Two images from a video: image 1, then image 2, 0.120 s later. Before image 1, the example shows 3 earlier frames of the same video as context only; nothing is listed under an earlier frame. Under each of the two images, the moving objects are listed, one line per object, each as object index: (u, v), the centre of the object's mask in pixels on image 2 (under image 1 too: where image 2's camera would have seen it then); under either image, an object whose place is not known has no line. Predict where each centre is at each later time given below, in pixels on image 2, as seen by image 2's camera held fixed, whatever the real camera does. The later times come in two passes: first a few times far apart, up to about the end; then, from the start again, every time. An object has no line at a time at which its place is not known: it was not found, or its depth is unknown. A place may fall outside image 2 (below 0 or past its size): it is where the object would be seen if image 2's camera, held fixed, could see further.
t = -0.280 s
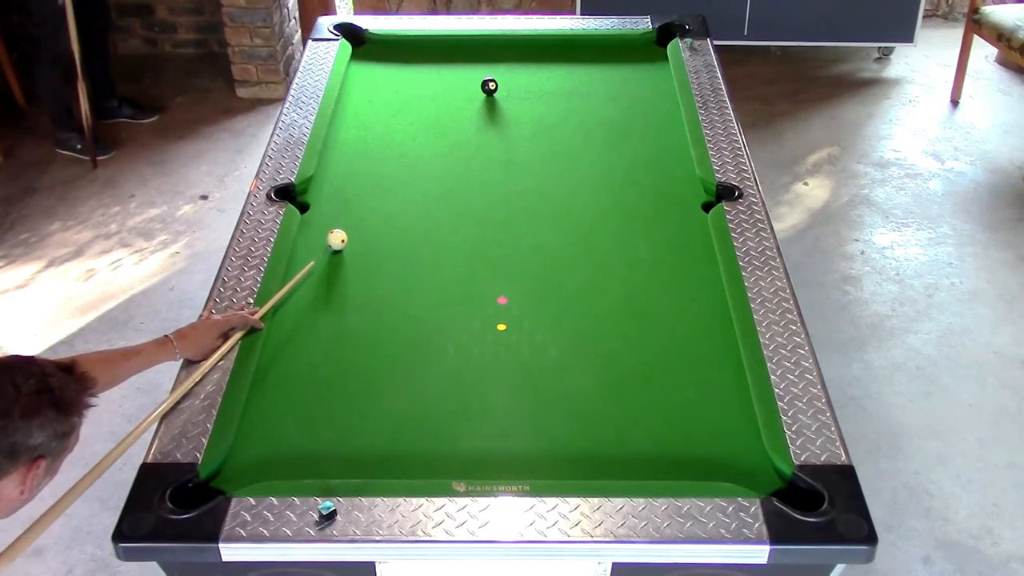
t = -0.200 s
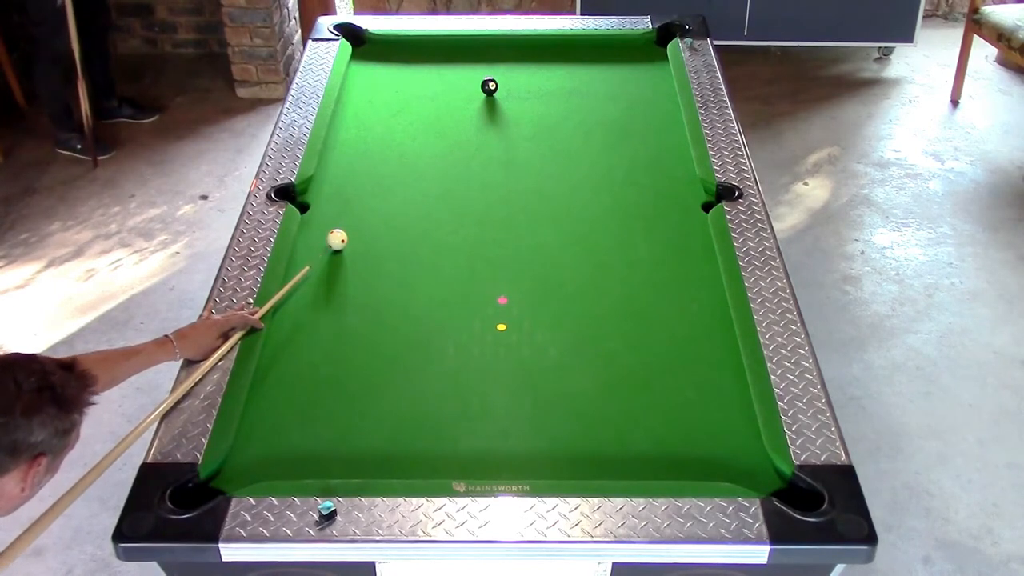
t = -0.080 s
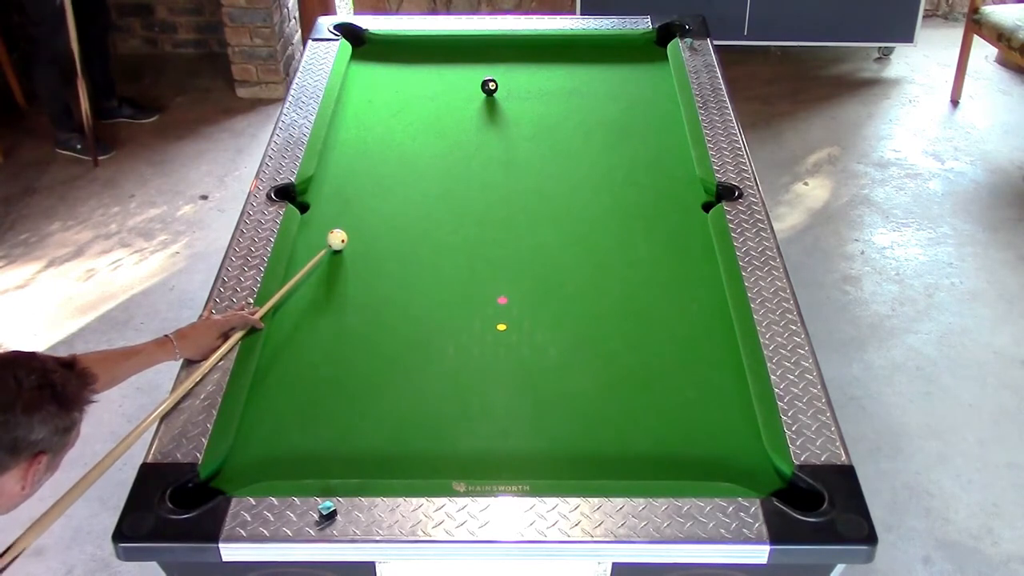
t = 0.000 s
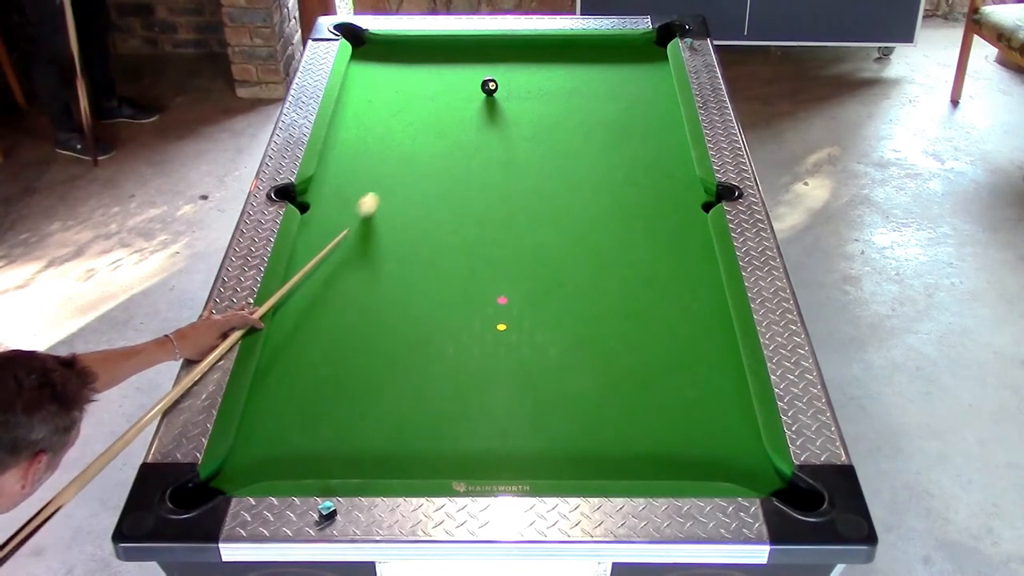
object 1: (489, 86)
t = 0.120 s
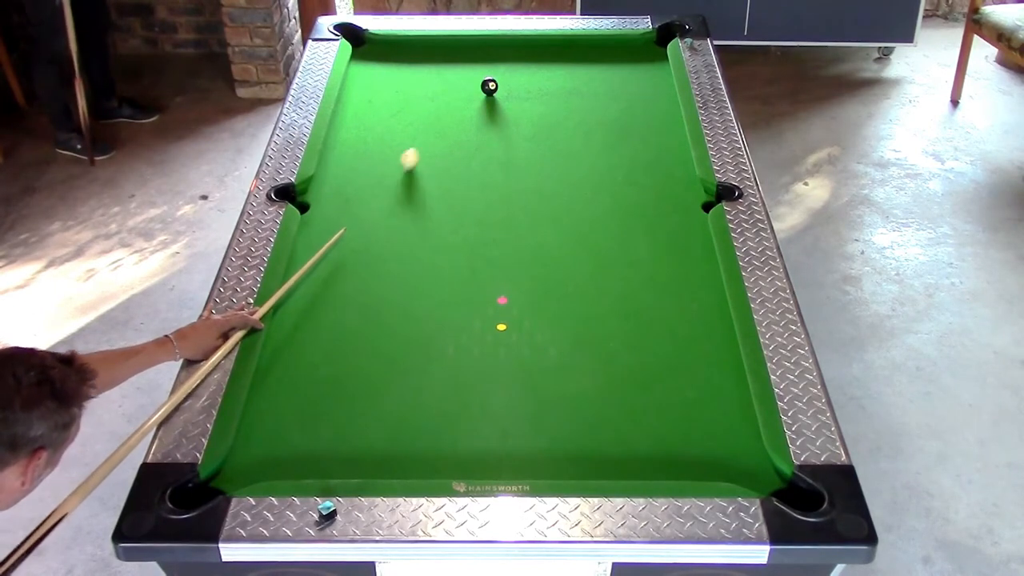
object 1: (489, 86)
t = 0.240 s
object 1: (489, 86)
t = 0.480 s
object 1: (520, 79)
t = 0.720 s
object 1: (570, 67)
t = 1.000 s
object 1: (625, 56)
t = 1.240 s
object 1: (655, 46)
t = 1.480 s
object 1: (642, 44)
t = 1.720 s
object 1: (639, 52)
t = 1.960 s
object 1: (637, 58)
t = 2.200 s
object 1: (635, 65)
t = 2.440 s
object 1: (634, 70)
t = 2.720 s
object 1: (631, 76)
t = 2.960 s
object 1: (630, 79)
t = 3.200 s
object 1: (628, 82)
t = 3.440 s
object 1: (628, 84)
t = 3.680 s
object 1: (628, 85)
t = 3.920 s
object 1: (628, 85)
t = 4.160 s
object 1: (628, 85)
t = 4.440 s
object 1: (628, 85)
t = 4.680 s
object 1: (628, 85)
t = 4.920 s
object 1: (628, 85)
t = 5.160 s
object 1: (628, 85)
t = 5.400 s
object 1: (628, 85)
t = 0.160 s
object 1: (489, 86)
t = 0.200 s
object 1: (489, 86)
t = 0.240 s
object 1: (489, 86)
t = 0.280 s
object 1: (489, 86)
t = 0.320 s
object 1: (489, 86)
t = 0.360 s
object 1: (489, 86)
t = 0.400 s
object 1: (500, 83)
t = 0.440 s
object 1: (510, 81)
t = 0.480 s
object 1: (520, 79)
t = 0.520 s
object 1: (529, 76)
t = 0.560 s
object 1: (537, 75)
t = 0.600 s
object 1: (546, 73)
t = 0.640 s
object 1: (554, 71)
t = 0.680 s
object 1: (563, 69)
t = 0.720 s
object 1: (570, 67)
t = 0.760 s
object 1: (578, 65)
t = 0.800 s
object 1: (586, 63)
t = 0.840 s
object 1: (594, 62)
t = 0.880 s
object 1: (602, 60)
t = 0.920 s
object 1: (610, 58)
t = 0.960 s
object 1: (617, 57)
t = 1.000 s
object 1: (625, 56)
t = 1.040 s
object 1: (632, 55)
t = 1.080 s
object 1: (639, 52)
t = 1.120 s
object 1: (646, 50)
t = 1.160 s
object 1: (653, 50)
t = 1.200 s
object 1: (659, 48)
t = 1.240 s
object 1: (655, 46)
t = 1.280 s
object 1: (651, 44)
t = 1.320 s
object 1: (648, 43)
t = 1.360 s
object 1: (644, 41)
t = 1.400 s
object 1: (643, 41)
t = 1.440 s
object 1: (643, 43)
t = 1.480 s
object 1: (642, 44)
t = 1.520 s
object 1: (642, 45)
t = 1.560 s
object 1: (642, 46)
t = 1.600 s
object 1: (641, 48)
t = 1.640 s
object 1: (640, 49)
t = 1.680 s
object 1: (640, 50)
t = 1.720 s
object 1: (639, 52)
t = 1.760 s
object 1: (639, 53)
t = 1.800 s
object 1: (639, 54)
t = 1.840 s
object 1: (639, 55)
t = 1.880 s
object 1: (638, 56)
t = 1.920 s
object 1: (638, 57)
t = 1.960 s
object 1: (637, 58)
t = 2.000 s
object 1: (636, 59)
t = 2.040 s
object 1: (636, 61)
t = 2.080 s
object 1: (636, 61)
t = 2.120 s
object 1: (636, 63)
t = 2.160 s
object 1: (636, 64)
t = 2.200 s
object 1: (635, 65)
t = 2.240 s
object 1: (635, 66)
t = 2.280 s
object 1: (635, 67)
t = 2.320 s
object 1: (635, 68)
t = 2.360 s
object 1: (634, 68)
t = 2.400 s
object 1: (634, 69)
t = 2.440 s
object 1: (634, 70)
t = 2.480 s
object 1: (633, 71)
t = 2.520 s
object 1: (633, 72)
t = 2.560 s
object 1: (633, 73)
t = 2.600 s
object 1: (632, 73)
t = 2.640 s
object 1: (632, 74)
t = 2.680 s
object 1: (632, 75)
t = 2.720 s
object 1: (631, 76)
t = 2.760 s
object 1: (631, 76)
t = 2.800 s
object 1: (631, 77)
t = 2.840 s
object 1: (630, 78)
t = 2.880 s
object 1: (630, 78)
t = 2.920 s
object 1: (630, 79)
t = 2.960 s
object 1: (630, 79)
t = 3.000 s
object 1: (630, 80)
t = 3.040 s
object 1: (629, 80)
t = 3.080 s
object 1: (629, 81)
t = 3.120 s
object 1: (629, 81)
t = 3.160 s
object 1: (629, 82)
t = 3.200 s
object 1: (628, 82)
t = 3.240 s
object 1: (628, 82)
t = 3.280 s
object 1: (628, 83)
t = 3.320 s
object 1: (628, 83)
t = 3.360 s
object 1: (628, 83)
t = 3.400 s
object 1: (628, 84)
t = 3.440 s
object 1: (628, 84)
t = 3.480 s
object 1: (628, 84)
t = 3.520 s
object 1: (628, 84)
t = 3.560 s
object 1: (628, 84)
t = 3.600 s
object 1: (628, 84)
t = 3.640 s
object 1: (628, 85)
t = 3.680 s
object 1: (628, 85)
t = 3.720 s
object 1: (628, 85)
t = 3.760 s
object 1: (628, 85)
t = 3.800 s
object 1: (628, 85)
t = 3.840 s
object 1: (628, 85)
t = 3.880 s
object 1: (628, 85)
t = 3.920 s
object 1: (628, 85)
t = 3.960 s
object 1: (628, 85)
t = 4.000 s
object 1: (628, 85)
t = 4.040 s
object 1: (628, 85)
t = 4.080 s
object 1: (628, 85)
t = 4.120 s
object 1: (628, 85)
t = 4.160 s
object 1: (628, 85)
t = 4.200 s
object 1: (628, 85)
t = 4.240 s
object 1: (628, 85)
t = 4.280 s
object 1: (628, 85)
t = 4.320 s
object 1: (628, 85)
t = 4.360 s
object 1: (628, 85)
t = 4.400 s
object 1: (628, 85)
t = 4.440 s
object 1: (628, 85)
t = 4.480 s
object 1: (628, 85)
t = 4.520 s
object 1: (628, 85)
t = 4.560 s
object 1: (628, 85)
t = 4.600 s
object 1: (628, 85)
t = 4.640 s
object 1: (628, 85)
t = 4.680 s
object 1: (628, 85)
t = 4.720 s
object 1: (628, 85)
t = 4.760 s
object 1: (628, 85)
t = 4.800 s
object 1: (628, 85)
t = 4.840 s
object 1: (628, 85)
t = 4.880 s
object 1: (628, 85)
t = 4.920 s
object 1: (628, 85)
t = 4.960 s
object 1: (628, 85)
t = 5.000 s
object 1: (628, 85)
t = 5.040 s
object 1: (628, 85)
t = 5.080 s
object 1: (628, 85)
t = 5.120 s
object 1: (628, 85)
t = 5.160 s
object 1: (628, 85)
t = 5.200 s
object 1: (628, 85)
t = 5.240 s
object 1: (628, 85)
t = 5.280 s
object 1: (628, 85)
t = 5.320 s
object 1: (628, 85)
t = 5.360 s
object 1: (628, 85)
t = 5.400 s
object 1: (628, 85)
